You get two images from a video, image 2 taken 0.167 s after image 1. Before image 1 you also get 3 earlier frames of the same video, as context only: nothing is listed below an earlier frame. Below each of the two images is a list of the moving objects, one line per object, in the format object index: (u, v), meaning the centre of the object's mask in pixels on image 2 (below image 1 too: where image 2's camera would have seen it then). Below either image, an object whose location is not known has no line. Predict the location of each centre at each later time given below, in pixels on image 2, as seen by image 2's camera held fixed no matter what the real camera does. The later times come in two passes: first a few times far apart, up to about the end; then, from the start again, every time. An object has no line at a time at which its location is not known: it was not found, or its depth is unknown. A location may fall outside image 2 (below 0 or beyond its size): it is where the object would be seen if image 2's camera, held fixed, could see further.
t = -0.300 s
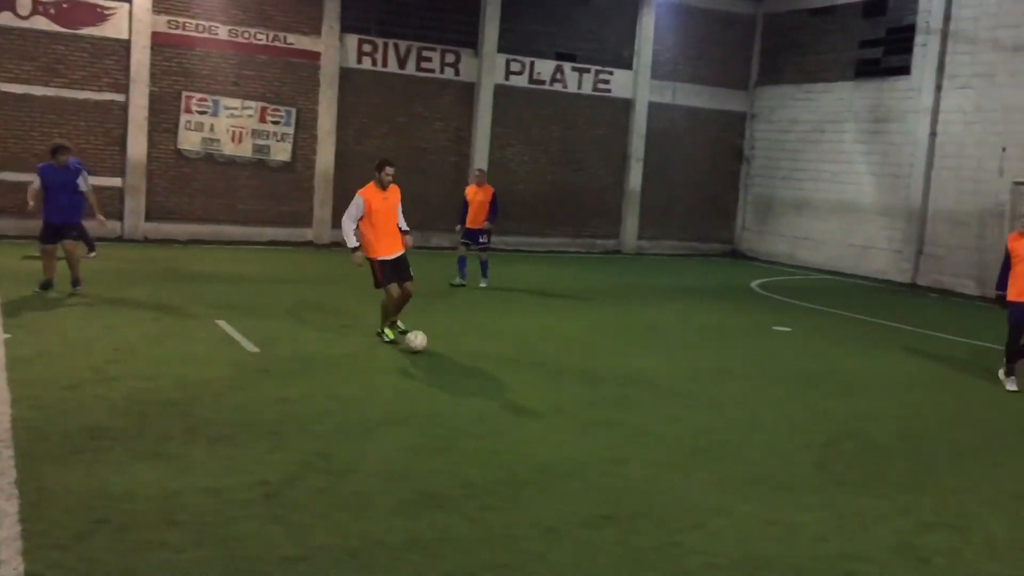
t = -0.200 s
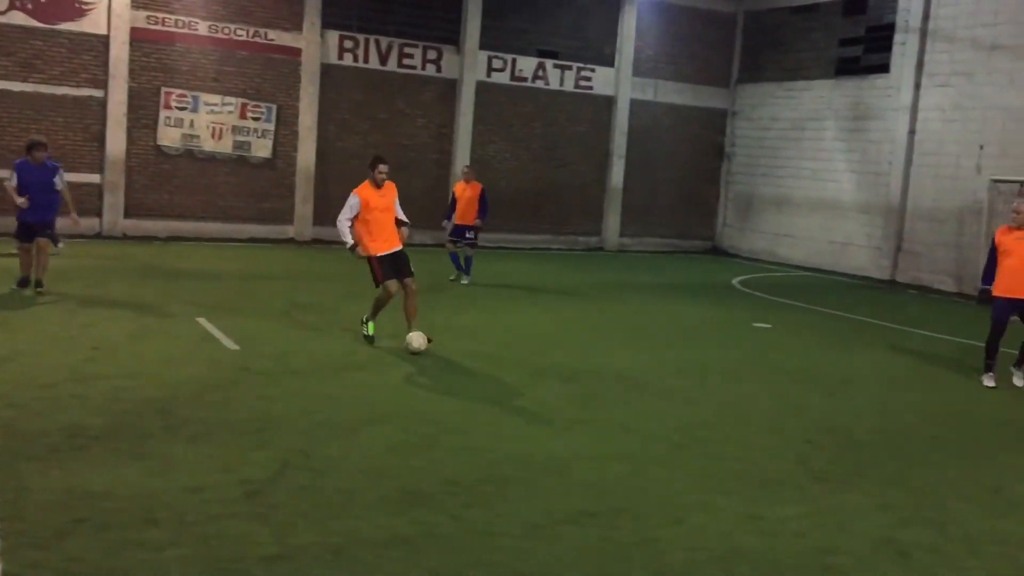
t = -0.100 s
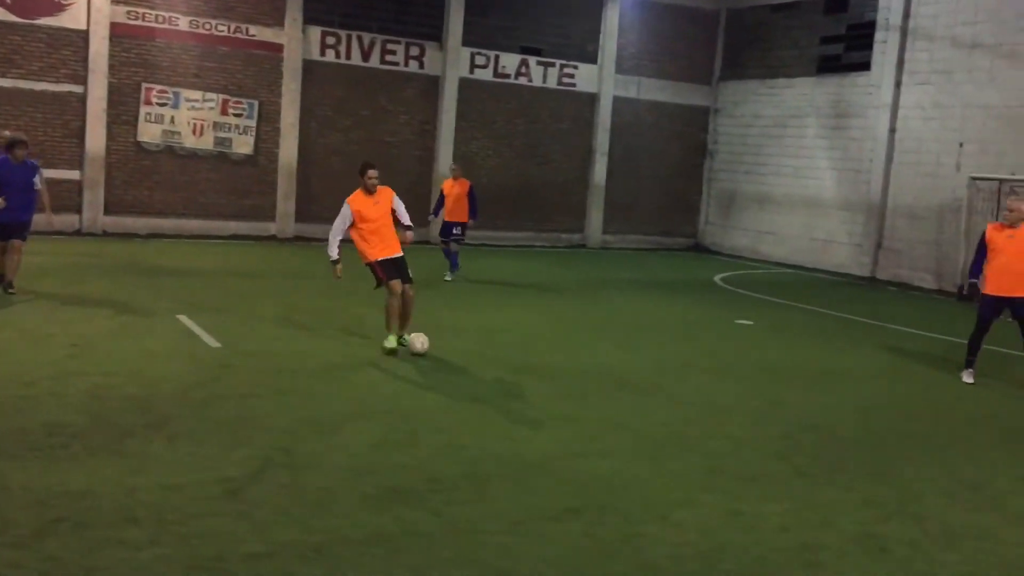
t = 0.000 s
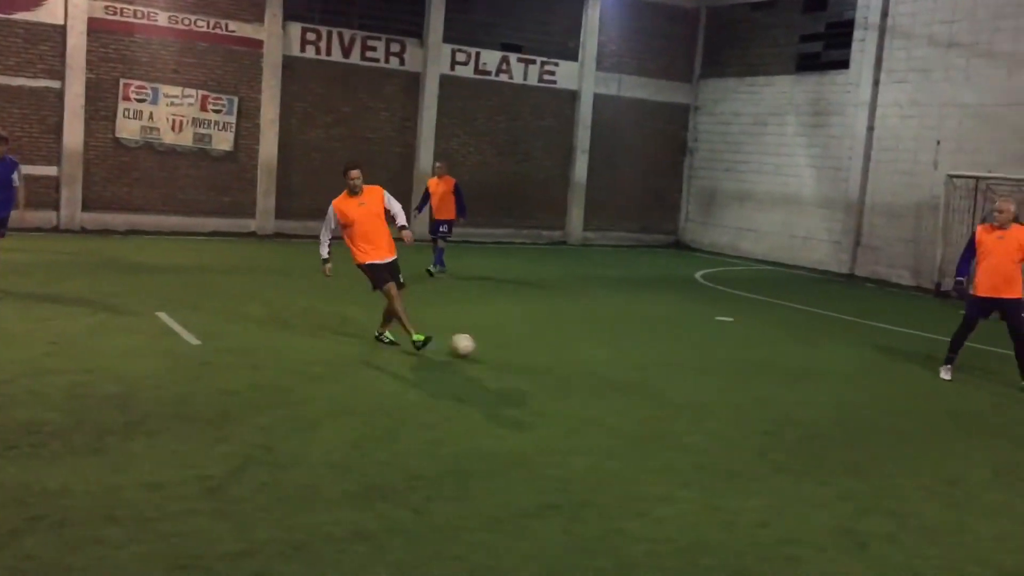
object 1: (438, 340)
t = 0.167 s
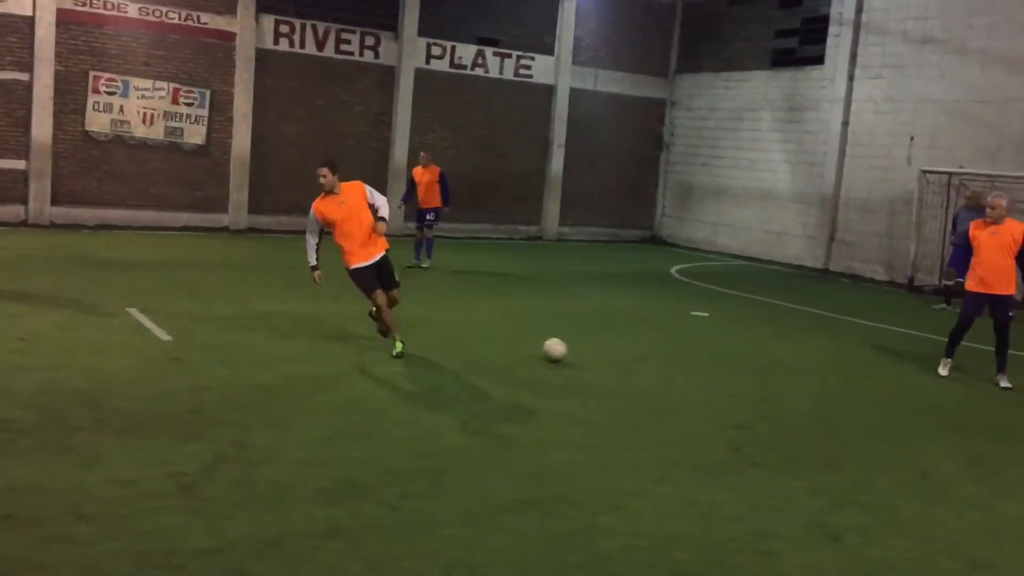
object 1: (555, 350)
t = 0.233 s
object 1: (594, 352)
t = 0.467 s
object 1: (720, 361)
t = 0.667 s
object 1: (817, 370)
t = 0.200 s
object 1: (574, 351)
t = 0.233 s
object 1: (594, 352)
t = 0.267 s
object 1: (613, 353)
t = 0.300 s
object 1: (632, 355)
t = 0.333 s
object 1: (650, 357)
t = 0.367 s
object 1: (668, 358)
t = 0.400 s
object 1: (685, 359)
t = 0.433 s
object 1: (703, 361)
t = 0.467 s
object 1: (720, 361)
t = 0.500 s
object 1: (736, 362)
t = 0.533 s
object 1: (751, 362)
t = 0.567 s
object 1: (768, 364)
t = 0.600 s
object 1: (785, 367)
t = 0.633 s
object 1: (801, 370)
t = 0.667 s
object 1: (817, 370)
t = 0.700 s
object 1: (834, 371)
